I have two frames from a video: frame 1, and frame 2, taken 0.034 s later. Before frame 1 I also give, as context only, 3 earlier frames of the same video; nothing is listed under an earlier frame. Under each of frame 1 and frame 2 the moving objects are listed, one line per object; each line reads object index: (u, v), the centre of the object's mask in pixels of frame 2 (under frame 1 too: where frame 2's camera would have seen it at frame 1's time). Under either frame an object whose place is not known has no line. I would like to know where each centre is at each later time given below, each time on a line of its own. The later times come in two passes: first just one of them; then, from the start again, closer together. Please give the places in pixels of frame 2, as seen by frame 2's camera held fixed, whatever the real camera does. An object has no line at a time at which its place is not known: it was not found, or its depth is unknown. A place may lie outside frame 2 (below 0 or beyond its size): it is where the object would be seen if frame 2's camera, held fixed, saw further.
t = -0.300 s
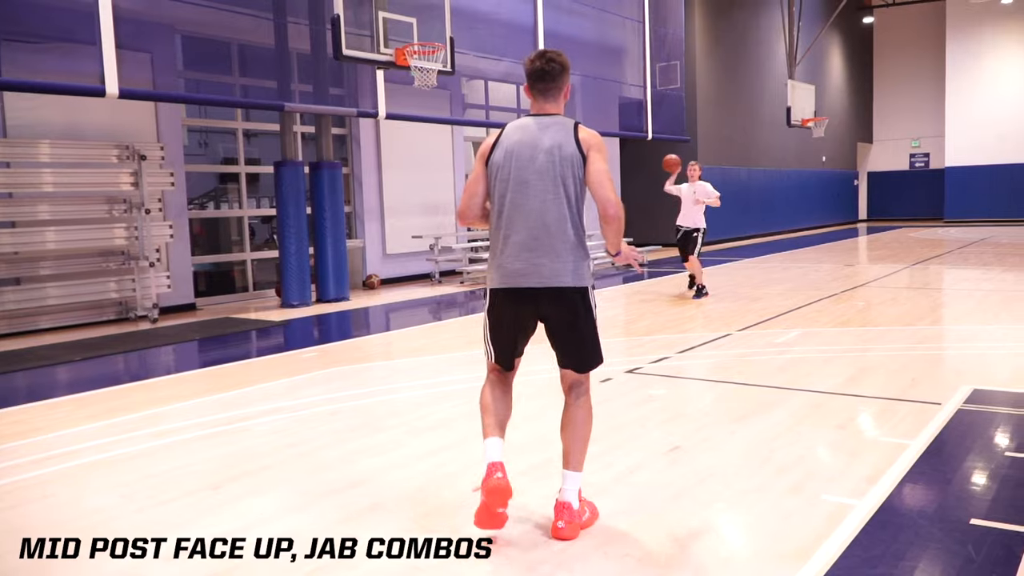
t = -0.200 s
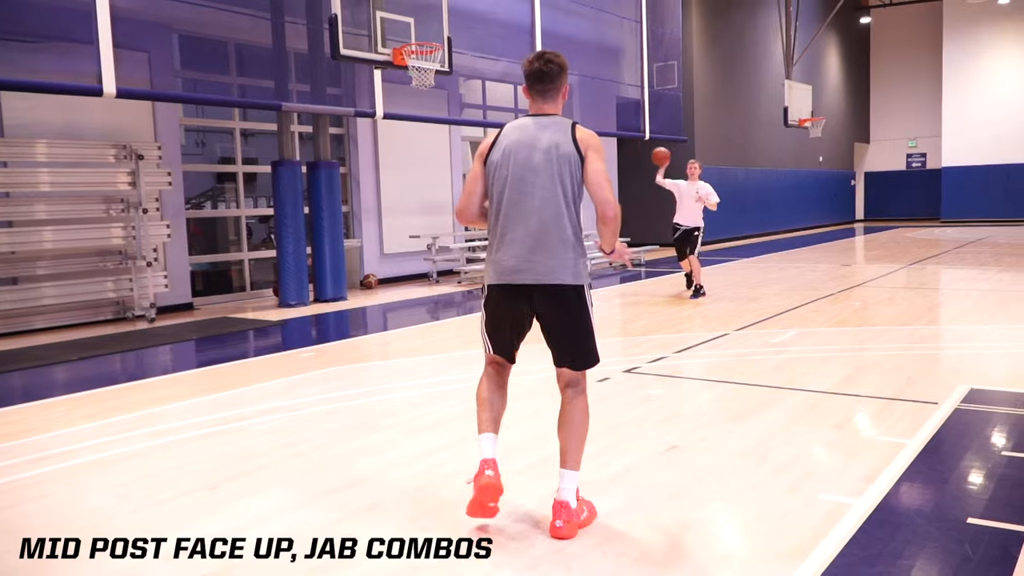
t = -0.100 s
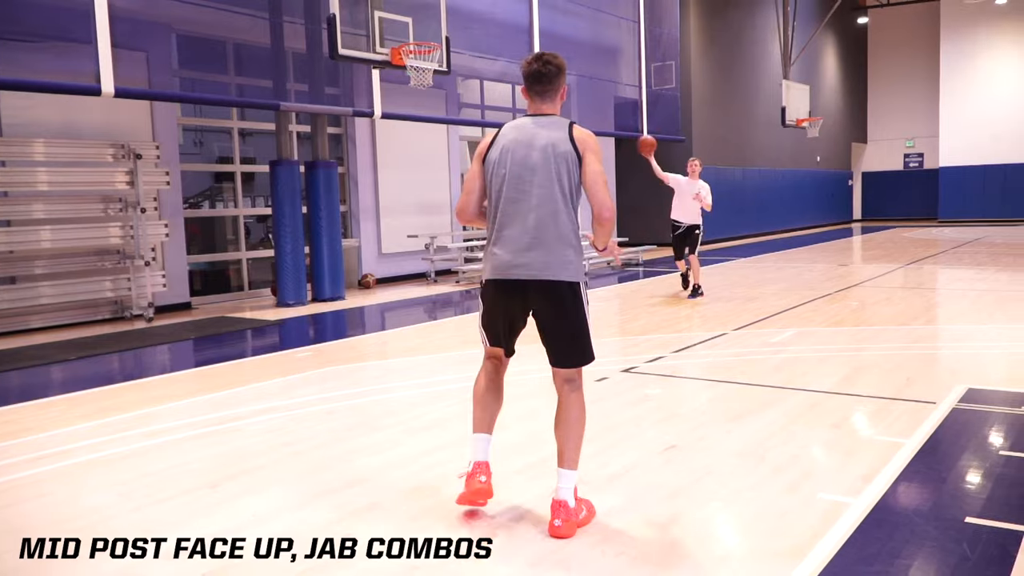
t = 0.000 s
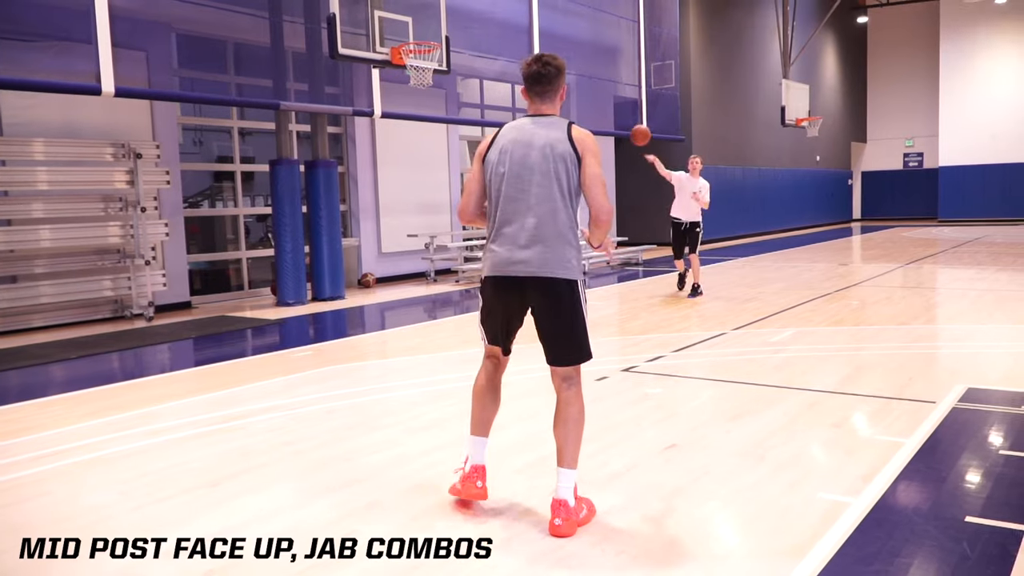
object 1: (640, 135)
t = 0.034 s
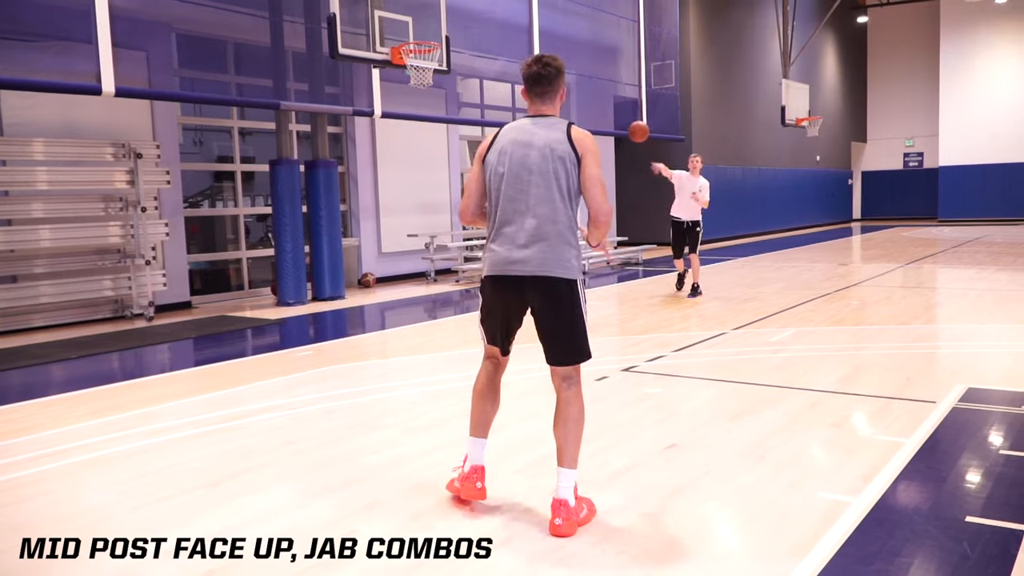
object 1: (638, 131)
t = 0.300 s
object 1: (622, 109)
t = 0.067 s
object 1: (636, 128)
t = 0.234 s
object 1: (625, 114)
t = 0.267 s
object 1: (623, 111)
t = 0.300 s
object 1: (622, 109)
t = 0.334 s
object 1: (618, 106)
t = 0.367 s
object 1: (615, 104)
